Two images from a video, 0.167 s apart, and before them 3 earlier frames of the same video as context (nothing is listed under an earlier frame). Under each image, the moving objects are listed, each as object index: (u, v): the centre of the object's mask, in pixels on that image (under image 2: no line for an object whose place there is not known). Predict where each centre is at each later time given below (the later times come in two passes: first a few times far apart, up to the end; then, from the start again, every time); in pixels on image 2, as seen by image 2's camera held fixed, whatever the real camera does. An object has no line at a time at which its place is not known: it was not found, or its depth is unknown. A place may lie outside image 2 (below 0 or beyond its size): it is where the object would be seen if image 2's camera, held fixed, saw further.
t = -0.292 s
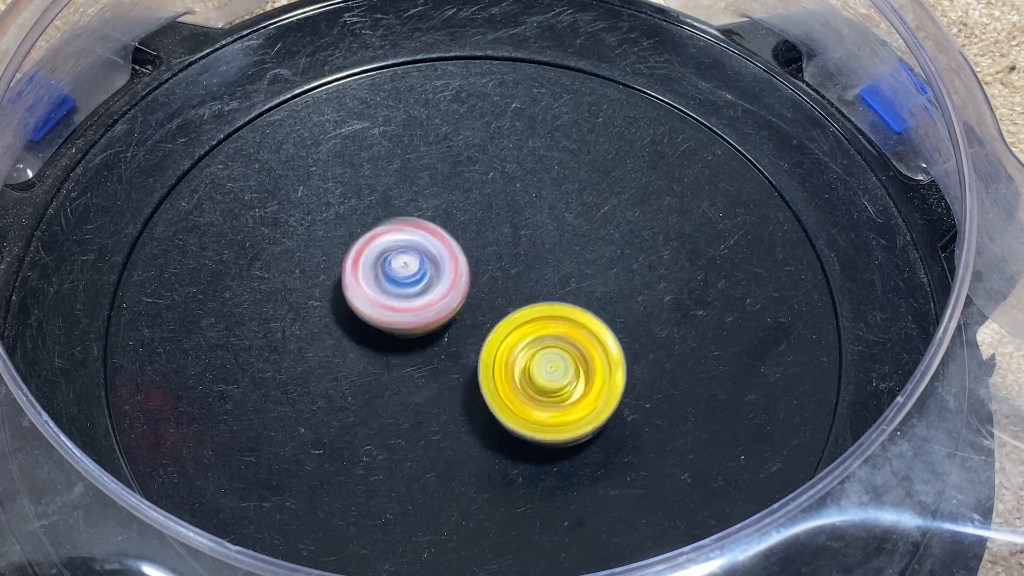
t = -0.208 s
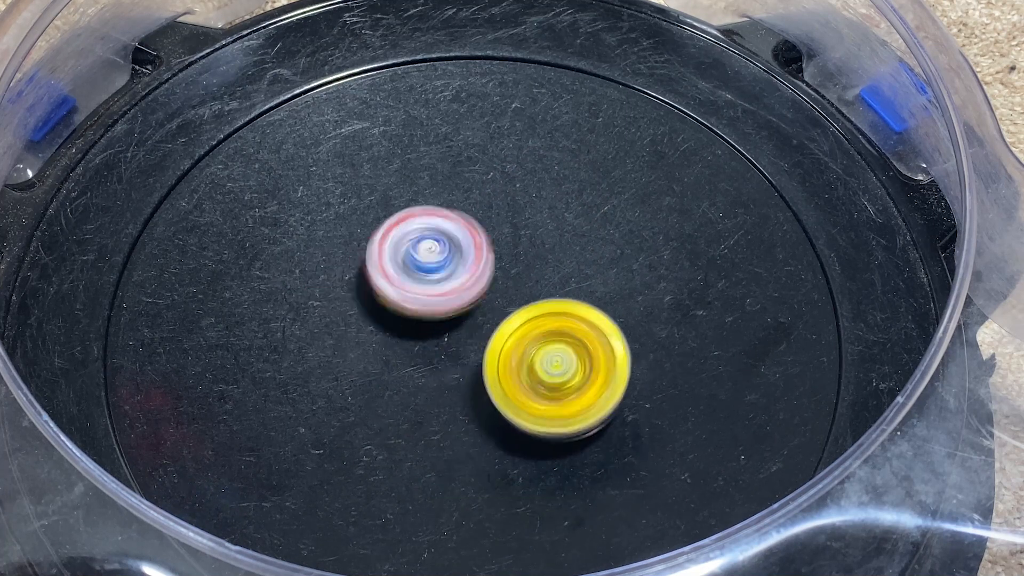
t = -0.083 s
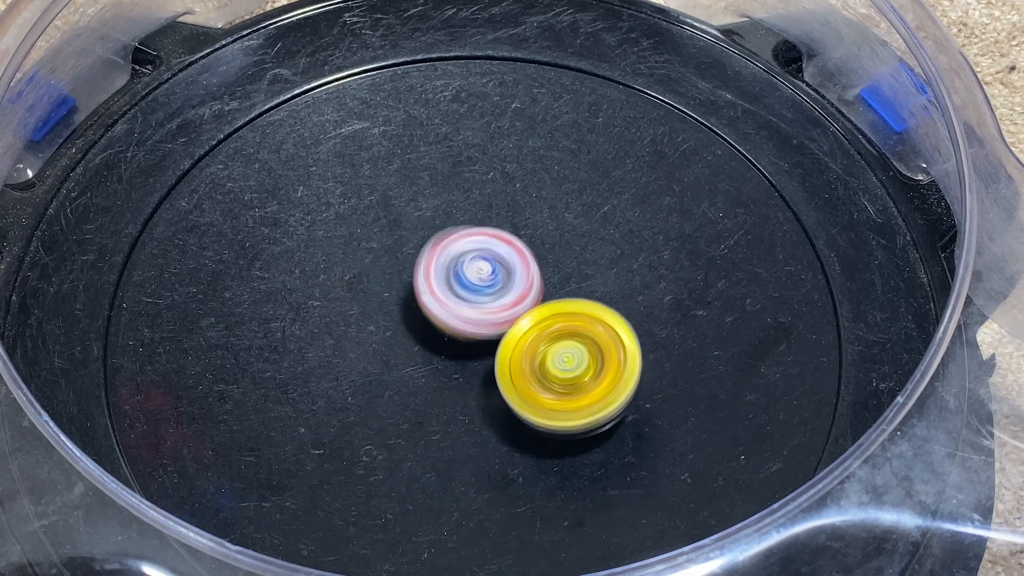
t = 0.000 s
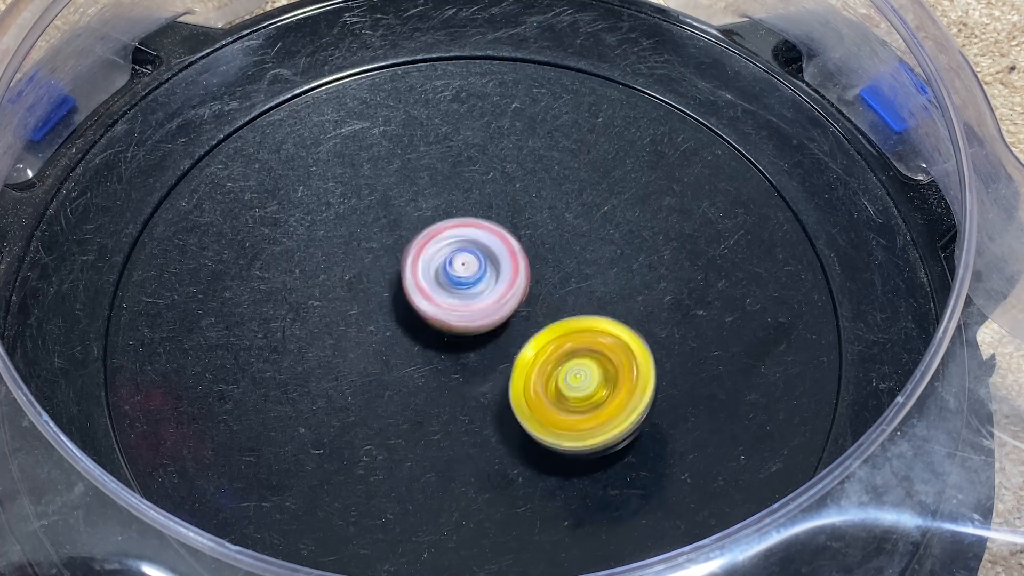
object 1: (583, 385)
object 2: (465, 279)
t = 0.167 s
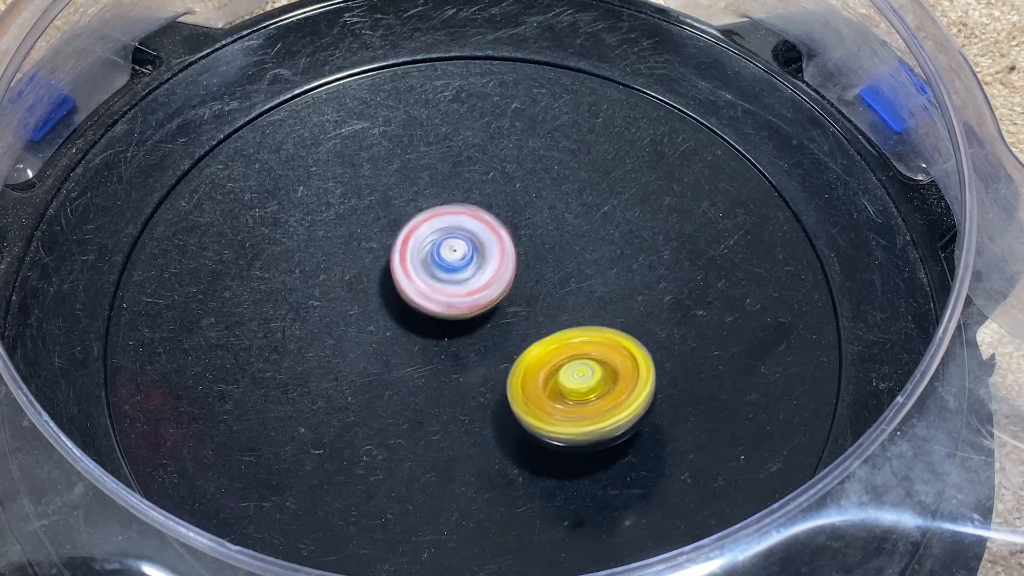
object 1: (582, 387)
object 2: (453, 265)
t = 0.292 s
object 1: (574, 384)
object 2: (454, 279)
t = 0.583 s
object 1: (557, 352)
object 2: (392, 308)
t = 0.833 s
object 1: (565, 333)
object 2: (416, 297)
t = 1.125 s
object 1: (593, 333)
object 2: (387, 283)
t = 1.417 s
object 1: (589, 331)
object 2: (440, 301)
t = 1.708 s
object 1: (592, 320)
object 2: (397, 330)
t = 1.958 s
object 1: (589, 301)
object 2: (436, 360)
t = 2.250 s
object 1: (578, 283)
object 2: (459, 388)
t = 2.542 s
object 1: (572, 264)
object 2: (441, 387)
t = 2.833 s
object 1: (554, 250)
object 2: (442, 324)
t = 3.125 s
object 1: (550, 251)
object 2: (419, 347)
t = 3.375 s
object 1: (539, 240)
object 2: (442, 349)
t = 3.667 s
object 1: (529, 225)
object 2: (432, 393)
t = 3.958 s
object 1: (511, 231)
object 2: (474, 344)
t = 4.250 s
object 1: (490, 225)
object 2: (521, 376)
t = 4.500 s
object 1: (475, 225)
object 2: (484, 358)
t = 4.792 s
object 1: (469, 228)
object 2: (456, 358)
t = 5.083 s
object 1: (466, 229)
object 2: (451, 354)
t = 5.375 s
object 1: (443, 240)
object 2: (497, 365)
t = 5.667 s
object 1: (428, 248)
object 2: (514, 376)
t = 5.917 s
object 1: (412, 253)
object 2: (502, 350)
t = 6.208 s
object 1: (414, 264)
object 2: (533, 345)
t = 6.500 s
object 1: (402, 270)
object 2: (514, 348)
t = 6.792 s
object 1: (397, 285)
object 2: (500, 379)
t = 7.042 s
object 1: (393, 290)
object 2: (506, 362)
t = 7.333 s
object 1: (382, 287)
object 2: (572, 346)
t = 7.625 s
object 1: (409, 323)
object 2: (556, 337)
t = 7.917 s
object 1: (398, 371)
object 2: (526, 318)
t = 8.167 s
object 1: (392, 338)
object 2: (571, 326)
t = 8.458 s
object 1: (444, 300)
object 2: (590, 347)
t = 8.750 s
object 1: (441, 290)
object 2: (568, 369)
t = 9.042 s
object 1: (442, 288)
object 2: (532, 381)
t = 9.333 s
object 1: (445, 300)
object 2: (539, 411)
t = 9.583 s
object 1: (448, 288)
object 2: (535, 438)
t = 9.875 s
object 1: (459, 283)
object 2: (517, 394)
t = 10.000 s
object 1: (463, 271)
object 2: (506, 388)
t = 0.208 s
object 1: (580, 387)
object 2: (454, 268)
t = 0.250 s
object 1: (577, 386)
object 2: (454, 272)
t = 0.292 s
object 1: (574, 384)
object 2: (454, 279)
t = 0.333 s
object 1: (572, 382)
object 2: (453, 288)
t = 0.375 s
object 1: (569, 379)
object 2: (449, 299)
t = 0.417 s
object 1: (564, 374)
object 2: (442, 309)
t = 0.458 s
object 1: (558, 366)
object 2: (432, 319)
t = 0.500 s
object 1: (556, 358)
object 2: (417, 319)
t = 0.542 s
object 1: (557, 356)
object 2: (400, 314)
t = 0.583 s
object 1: (557, 352)
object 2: (392, 308)
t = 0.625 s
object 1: (558, 348)
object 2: (387, 304)
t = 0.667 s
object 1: (560, 345)
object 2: (388, 300)
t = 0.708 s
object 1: (560, 342)
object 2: (390, 296)
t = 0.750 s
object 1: (562, 339)
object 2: (395, 294)
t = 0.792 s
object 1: (564, 335)
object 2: (405, 295)
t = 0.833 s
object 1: (565, 333)
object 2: (416, 297)
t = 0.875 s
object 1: (568, 330)
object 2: (427, 302)
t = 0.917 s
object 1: (571, 329)
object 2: (438, 305)
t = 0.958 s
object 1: (588, 331)
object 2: (422, 304)
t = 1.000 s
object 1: (595, 334)
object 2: (406, 301)
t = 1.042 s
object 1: (594, 336)
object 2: (395, 294)
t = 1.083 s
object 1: (593, 334)
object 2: (390, 289)
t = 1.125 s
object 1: (593, 333)
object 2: (387, 283)
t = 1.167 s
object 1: (594, 333)
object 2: (391, 280)
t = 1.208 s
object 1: (591, 334)
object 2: (395, 277)
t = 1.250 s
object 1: (590, 334)
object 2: (403, 276)
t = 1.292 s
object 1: (587, 334)
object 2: (415, 279)
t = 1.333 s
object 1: (584, 333)
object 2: (430, 285)
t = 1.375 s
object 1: (581, 331)
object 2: (445, 296)
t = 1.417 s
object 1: (589, 331)
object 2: (440, 301)
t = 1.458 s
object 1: (601, 337)
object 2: (422, 305)
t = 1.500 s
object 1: (600, 338)
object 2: (411, 310)
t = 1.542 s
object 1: (596, 334)
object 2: (405, 314)
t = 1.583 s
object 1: (596, 330)
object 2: (400, 318)
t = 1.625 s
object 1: (596, 327)
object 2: (397, 322)
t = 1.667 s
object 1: (594, 324)
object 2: (397, 326)
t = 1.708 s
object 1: (592, 320)
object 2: (397, 330)
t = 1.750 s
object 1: (591, 317)
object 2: (400, 334)
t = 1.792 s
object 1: (591, 314)
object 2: (404, 338)
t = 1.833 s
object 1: (590, 311)
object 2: (410, 343)
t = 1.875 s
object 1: (590, 307)
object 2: (417, 347)
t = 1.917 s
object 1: (589, 304)
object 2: (427, 352)
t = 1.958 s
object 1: (589, 301)
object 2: (436, 360)
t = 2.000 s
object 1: (587, 298)
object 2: (443, 368)
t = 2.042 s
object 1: (587, 295)
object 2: (449, 376)
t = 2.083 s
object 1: (585, 292)
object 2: (452, 384)
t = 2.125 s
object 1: (584, 289)
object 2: (453, 386)
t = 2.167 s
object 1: (583, 287)
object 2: (456, 388)
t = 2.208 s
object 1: (581, 285)
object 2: (457, 390)
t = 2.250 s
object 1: (578, 283)
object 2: (459, 388)
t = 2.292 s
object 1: (576, 281)
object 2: (463, 389)
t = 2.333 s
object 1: (573, 279)
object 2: (467, 384)
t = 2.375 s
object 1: (570, 278)
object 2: (474, 377)
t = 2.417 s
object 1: (567, 276)
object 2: (477, 372)
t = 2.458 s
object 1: (572, 267)
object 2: (468, 379)
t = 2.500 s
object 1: (575, 264)
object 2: (456, 385)
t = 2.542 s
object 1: (572, 264)
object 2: (441, 387)
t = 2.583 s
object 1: (568, 261)
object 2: (428, 387)
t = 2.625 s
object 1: (565, 258)
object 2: (417, 381)
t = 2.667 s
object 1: (565, 255)
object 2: (413, 370)
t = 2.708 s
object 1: (562, 254)
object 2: (411, 360)
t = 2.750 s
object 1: (560, 252)
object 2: (416, 346)
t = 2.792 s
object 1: (556, 251)
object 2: (426, 336)
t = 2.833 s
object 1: (554, 250)
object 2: (442, 324)
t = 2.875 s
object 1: (561, 245)
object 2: (438, 330)
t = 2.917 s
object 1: (567, 247)
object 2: (429, 338)
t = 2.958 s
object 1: (562, 250)
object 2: (425, 343)
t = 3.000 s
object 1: (558, 251)
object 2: (422, 344)
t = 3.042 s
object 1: (555, 249)
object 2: (421, 346)
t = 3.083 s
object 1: (555, 249)
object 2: (419, 347)
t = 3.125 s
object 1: (550, 251)
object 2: (419, 347)
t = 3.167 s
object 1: (546, 251)
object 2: (419, 346)
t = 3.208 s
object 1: (543, 251)
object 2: (423, 343)
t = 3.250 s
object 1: (542, 249)
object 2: (427, 343)
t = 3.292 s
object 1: (538, 249)
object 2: (436, 341)
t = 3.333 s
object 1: (535, 248)
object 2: (444, 337)
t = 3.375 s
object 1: (539, 240)
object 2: (442, 349)
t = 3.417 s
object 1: (541, 233)
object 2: (441, 363)
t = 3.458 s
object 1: (539, 230)
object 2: (442, 374)
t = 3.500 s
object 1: (539, 229)
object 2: (439, 382)
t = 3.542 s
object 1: (535, 229)
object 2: (437, 389)
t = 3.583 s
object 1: (532, 228)
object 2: (435, 392)
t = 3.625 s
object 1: (530, 226)
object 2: (433, 393)
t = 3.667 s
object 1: (529, 225)
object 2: (432, 393)
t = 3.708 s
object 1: (527, 225)
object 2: (431, 390)
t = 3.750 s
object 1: (525, 226)
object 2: (432, 387)
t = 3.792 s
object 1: (523, 227)
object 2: (438, 378)
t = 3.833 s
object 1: (520, 227)
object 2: (441, 369)
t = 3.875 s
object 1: (516, 228)
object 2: (450, 360)
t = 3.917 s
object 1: (513, 229)
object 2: (461, 350)
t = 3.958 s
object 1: (511, 231)
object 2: (474, 344)
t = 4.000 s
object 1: (508, 228)
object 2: (489, 345)
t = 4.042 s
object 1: (504, 227)
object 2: (499, 348)
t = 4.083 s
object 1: (502, 226)
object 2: (509, 355)
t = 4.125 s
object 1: (499, 226)
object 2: (518, 360)
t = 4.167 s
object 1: (496, 227)
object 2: (522, 365)
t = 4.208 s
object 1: (493, 226)
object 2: (523, 373)
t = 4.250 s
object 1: (490, 225)
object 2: (521, 376)
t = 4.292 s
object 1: (487, 225)
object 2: (518, 377)
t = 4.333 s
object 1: (484, 224)
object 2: (514, 380)
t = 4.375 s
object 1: (482, 224)
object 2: (507, 381)
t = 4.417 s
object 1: (478, 223)
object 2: (498, 375)
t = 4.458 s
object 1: (477, 223)
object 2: (490, 368)
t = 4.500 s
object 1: (475, 225)
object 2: (484, 358)
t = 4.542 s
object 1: (473, 226)
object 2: (481, 346)
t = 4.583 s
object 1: (474, 218)
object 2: (477, 353)
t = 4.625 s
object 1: (480, 218)
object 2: (473, 363)
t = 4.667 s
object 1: (479, 223)
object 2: (468, 365)
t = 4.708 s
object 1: (475, 227)
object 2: (463, 365)
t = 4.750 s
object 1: (472, 228)
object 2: (458, 363)
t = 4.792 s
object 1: (469, 228)
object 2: (456, 358)
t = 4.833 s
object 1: (469, 229)
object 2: (454, 351)
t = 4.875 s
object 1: (466, 230)
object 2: (453, 347)
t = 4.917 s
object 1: (470, 226)
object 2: (449, 352)
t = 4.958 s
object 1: (470, 228)
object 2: (448, 348)
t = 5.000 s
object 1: (466, 230)
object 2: (448, 347)
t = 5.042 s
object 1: (466, 228)
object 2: (449, 353)
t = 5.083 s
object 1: (466, 229)
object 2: (451, 354)
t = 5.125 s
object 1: (462, 233)
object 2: (455, 356)
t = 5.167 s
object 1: (456, 234)
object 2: (461, 356)
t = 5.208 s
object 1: (454, 234)
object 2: (469, 356)
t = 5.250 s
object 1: (451, 235)
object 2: (477, 358)
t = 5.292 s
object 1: (450, 237)
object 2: (485, 361)
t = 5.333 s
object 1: (447, 239)
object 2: (491, 361)
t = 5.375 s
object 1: (443, 240)
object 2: (497, 365)
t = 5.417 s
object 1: (441, 241)
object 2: (504, 368)
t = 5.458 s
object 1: (439, 242)
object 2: (507, 369)
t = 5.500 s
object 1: (438, 243)
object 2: (511, 374)
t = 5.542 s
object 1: (435, 245)
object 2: (513, 376)
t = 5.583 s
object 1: (433, 246)
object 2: (514, 376)
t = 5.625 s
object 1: (431, 247)
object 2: (513, 376)
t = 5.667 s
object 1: (428, 248)
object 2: (514, 376)
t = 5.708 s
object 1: (426, 250)
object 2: (514, 374)
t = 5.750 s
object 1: (423, 251)
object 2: (512, 371)
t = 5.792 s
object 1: (421, 252)
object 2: (508, 366)
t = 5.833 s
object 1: (419, 254)
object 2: (505, 361)
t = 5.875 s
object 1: (416, 255)
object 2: (500, 354)
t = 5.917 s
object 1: (412, 253)
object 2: (502, 350)
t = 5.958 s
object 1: (414, 250)
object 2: (509, 350)
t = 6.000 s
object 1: (420, 252)
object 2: (516, 349)
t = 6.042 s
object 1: (422, 258)
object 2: (522, 347)
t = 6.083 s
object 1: (420, 263)
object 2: (525, 347)
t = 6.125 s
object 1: (415, 264)
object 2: (529, 346)
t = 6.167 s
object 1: (413, 263)
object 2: (532, 347)
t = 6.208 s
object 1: (414, 264)
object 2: (533, 345)
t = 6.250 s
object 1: (413, 268)
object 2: (533, 345)
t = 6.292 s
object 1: (409, 270)
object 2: (532, 347)
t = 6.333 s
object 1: (406, 271)
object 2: (528, 347)
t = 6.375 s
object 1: (406, 271)
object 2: (524, 345)
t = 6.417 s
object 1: (406, 274)
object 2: (519, 342)
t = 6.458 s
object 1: (404, 273)
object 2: (514, 344)
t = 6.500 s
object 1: (402, 270)
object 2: (514, 348)
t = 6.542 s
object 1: (401, 270)
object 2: (521, 354)
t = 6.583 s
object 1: (405, 270)
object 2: (524, 360)
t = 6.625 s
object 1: (409, 275)
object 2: (524, 365)
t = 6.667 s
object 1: (409, 280)
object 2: (523, 372)
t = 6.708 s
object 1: (406, 284)
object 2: (520, 378)
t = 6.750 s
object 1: (400, 286)
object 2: (511, 381)
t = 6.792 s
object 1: (397, 285)
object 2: (500, 379)
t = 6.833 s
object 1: (394, 283)
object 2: (494, 374)
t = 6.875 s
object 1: (394, 275)
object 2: (499, 375)
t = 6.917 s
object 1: (400, 275)
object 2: (502, 374)
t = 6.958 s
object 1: (402, 282)
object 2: (503, 370)
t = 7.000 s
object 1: (398, 288)
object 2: (506, 366)
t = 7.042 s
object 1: (393, 290)
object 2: (506, 362)
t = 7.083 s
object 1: (391, 289)
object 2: (506, 358)
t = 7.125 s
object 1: (392, 287)
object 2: (508, 354)
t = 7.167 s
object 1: (381, 283)
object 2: (530, 351)
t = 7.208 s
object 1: (375, 283)
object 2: (544, 348)
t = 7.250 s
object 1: (376, 281)
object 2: (554, 346)
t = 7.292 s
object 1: (378, 283)
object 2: (563, 344)
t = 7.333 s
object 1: (382, 287)
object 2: (572, 346)
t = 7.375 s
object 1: (383, 293)
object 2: (577, 345)
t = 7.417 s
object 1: (383, 299)
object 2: (579, 345)
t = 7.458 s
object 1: (381, 303)
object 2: (580, 345)
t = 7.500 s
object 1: (383, 306)
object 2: (577, 343)
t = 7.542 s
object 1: (388, 310)
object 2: (573, 341)
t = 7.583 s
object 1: (396, 316)
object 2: (566, 340)
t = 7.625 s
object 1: (409, 323)
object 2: (556, 337)
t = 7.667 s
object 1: (417, 331)
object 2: (548, 330)
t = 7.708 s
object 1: (412, 342)
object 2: (550, 324)
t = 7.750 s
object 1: (408, 354)
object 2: (555, 314)
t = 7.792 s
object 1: (404, 362)
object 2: (552, 308)
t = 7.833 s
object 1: (401, 367)
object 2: (545, 308)
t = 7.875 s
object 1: (400, 371)
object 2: (532, 314)
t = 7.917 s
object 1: (398, 371)
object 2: (526, 318)
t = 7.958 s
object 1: (382, 373)
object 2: (547, 309)
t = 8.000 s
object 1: (378, 371)
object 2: (558, 308)
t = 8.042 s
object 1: (379, 364)
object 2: (565, 312)
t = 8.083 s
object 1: (382, 356)
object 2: (571, 315)
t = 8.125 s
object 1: (385, 349)
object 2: (572, 319)
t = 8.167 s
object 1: (392, 338)
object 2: (571, 326)
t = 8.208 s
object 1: (402, 328)
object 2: (563, 330)
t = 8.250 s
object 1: (414, 319)
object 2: (552, 331)
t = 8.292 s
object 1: (412, 308)
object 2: (569, 333)
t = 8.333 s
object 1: (414, 301)
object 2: (580, 335)
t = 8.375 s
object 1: (423, 301)
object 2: (585, 337)
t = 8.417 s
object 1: (433, 300)
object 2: (589, 343)
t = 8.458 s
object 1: (444, 300)
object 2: (590, 347)
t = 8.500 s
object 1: (455, 304)
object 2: (586, 349)
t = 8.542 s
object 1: (457, 300)
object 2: (589, 355)
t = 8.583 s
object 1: (459, 299)
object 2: (584, 357)
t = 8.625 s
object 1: (456, 298)
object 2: (578, 361)
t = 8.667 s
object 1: (452, 294)
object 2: (574, 364)
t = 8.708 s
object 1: (450, 294)
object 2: (562, 364)
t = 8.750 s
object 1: (441, 290)
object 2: (568, 369)
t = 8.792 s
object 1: (435, 287)
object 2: (572, 371)
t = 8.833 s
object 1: (429, 285)
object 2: (567, 374)
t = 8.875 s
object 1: (426, 284)
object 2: (560, 380)
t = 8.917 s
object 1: (430, 285)
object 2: (558, 382)
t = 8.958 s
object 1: (436, 287)
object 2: (554, 379)
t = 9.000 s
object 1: (438, 287)
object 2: (542, 379)
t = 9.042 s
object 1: (442, 288)
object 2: (532, 381)
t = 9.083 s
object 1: (446, 285)
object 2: (530, 387)
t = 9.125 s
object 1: (447, 285)
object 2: (532, 390)
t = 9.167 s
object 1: (444, 289)
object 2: (532, 389)
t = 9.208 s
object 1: (443, 294)
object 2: (528, 388)
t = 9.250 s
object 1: (441, 296)
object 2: (529, 397)
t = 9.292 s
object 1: (442, 298)
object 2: (535, 405)
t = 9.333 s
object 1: (445, 300)
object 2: (539, 411)
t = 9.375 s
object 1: (448, 301)
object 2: (539, 416)
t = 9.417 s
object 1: (454, 305)
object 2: (538, 419)
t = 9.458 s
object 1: (460, 308)
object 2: (535, 420)
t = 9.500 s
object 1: (461, 307)
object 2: (529, 416)
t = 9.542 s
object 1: (458, 302)
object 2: (525, 416)
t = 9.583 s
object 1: (448, 288)
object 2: (535, 438)
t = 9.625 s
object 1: (445, 275)
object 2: (543, 447)
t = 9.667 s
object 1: (449, 267)
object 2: (550, 444)
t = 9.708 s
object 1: (454, 266)
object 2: (549, 436)
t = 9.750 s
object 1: (457, 271)
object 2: (542, 425)
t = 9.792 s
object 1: (457, 277)
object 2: (533, 417)
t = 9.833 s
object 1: (457, 281)
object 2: (524, 408)
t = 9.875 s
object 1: (459, 283)
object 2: (517, 394)
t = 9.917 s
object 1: (460, 276)
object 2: (513, 392)
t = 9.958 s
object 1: (461, 273)
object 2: (511, 391)
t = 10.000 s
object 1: (463, 271)
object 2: (506, 388)
